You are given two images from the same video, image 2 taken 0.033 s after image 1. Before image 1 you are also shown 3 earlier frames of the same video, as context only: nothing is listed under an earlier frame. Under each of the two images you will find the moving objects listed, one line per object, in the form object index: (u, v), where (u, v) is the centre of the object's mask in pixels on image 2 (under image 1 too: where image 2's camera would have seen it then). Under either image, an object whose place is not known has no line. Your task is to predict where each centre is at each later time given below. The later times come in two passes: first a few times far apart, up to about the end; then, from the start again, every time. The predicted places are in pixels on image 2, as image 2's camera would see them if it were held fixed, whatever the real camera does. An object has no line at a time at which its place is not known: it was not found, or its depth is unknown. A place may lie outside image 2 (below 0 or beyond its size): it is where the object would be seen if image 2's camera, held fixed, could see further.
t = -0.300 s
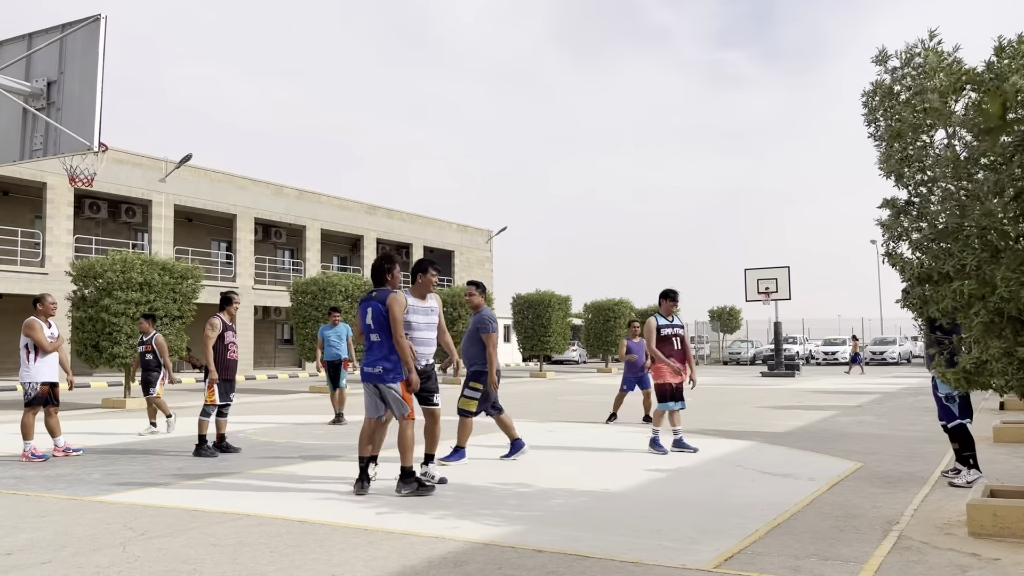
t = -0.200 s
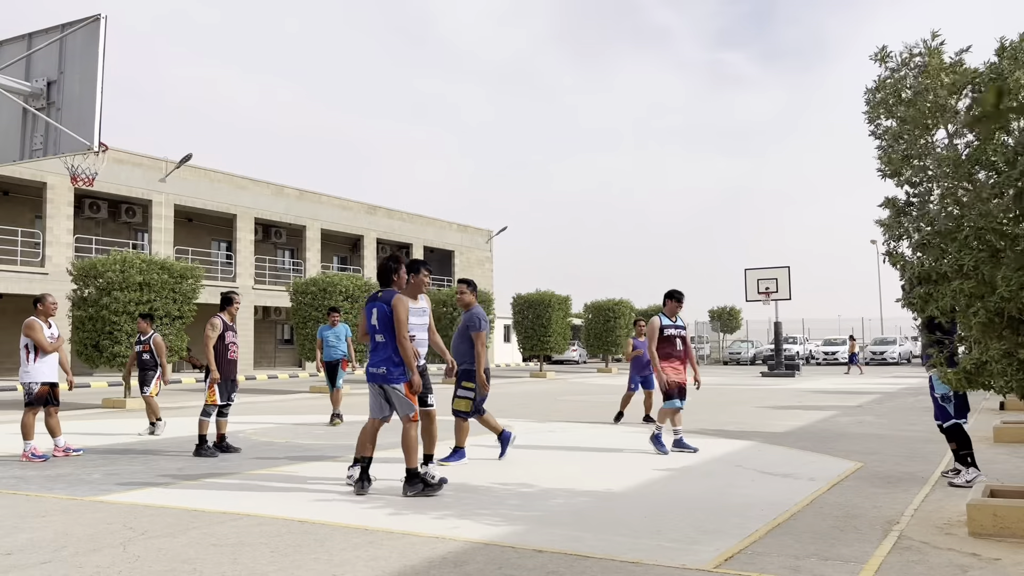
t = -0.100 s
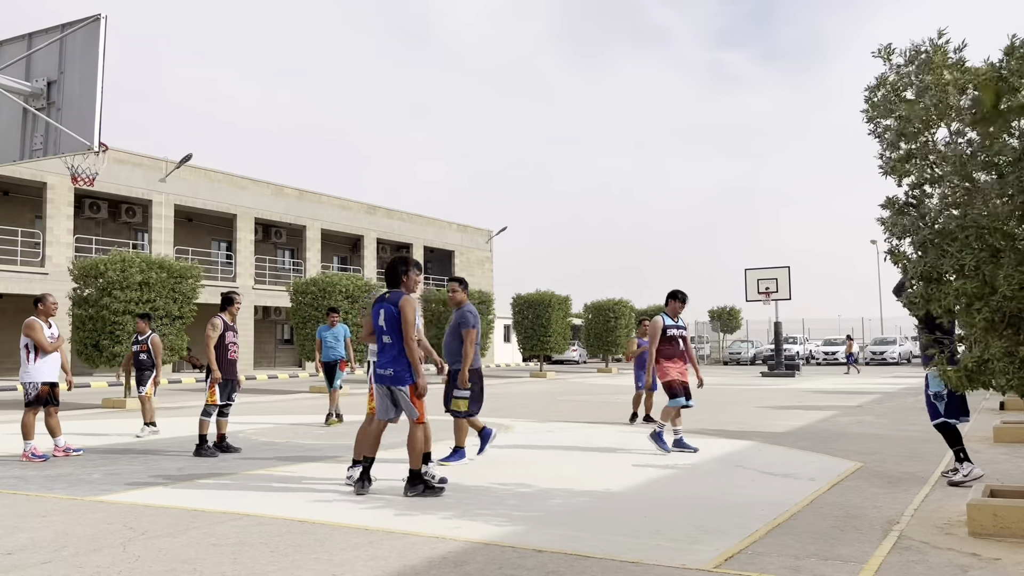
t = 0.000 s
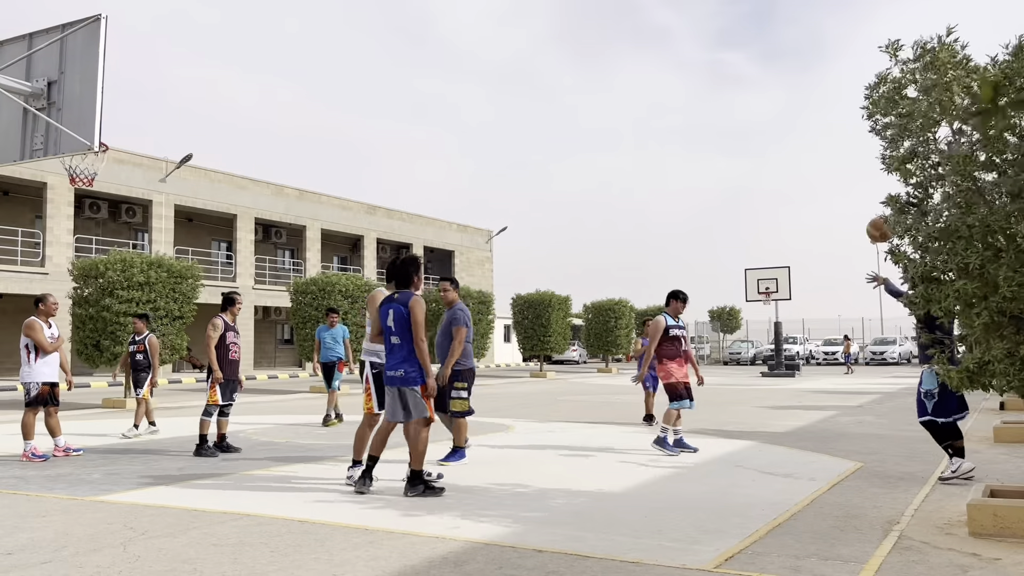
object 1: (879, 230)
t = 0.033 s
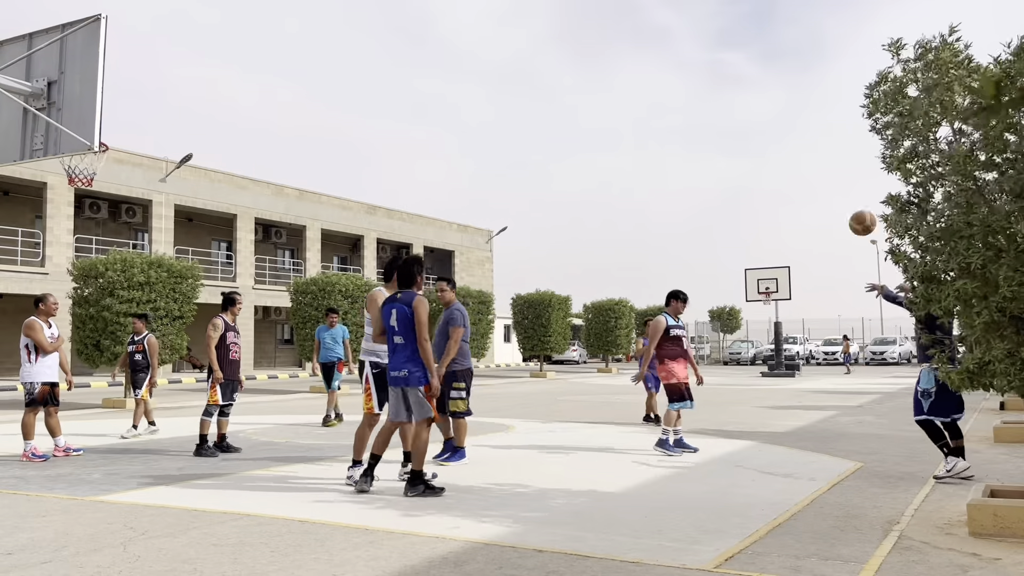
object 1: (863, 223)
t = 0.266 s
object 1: (761, 214)
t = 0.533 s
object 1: (680, 256)
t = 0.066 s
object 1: (845, 218)
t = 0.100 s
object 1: (829, 214)
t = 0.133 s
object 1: (814, 212)
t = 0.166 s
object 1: (800, 211)
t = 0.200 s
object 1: (786, 211)
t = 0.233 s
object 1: (773, 212)
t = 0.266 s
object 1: (761, 214)
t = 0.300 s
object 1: (749, 217)
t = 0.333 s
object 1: (738, 221)
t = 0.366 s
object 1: (727, 225)
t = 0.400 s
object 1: (716, 230)
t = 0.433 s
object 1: (707, 235)
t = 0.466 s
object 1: (697, 242)
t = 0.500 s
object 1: (688, 249)
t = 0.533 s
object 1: (680, 256)
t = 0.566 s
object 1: (671, 264)
